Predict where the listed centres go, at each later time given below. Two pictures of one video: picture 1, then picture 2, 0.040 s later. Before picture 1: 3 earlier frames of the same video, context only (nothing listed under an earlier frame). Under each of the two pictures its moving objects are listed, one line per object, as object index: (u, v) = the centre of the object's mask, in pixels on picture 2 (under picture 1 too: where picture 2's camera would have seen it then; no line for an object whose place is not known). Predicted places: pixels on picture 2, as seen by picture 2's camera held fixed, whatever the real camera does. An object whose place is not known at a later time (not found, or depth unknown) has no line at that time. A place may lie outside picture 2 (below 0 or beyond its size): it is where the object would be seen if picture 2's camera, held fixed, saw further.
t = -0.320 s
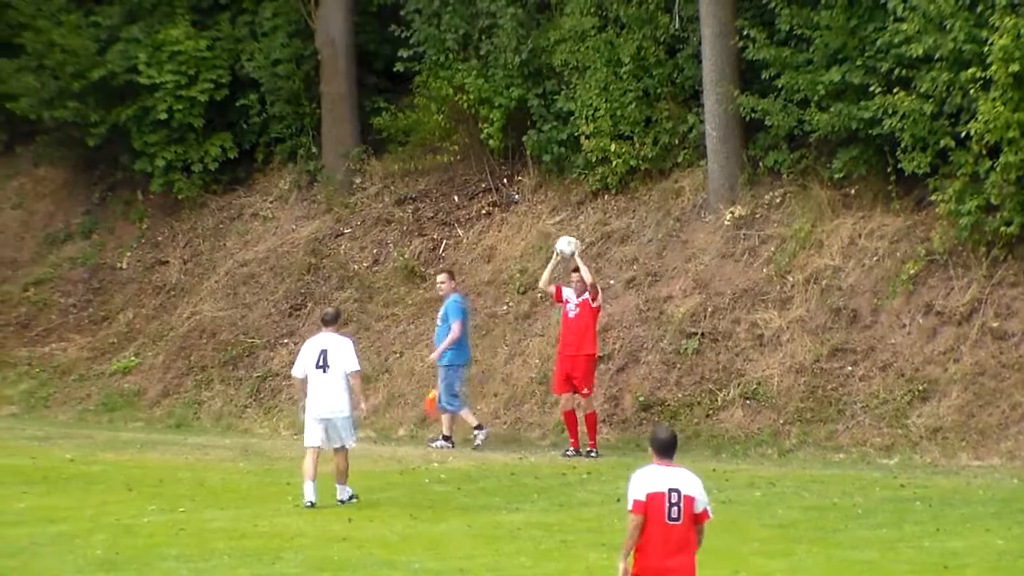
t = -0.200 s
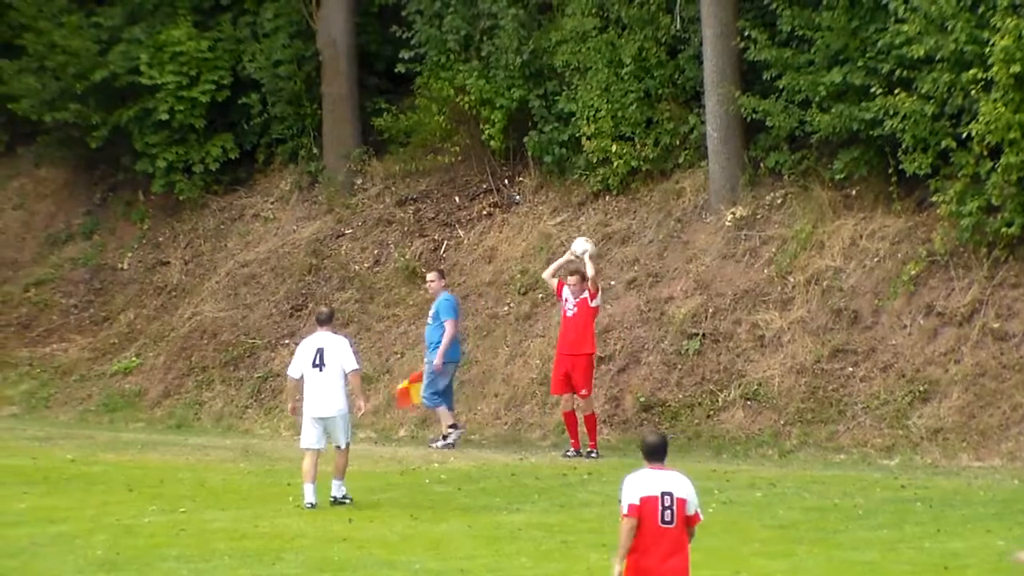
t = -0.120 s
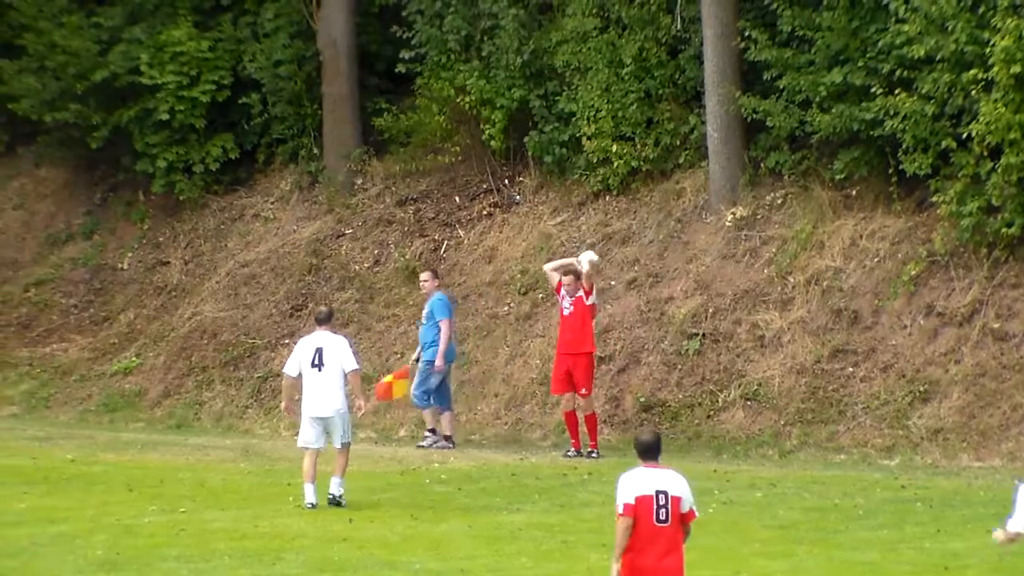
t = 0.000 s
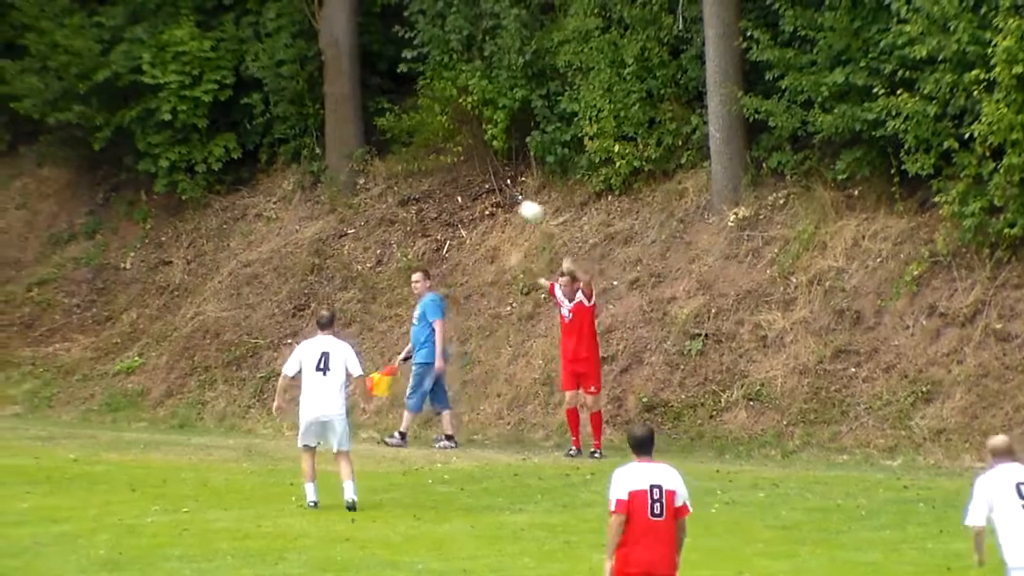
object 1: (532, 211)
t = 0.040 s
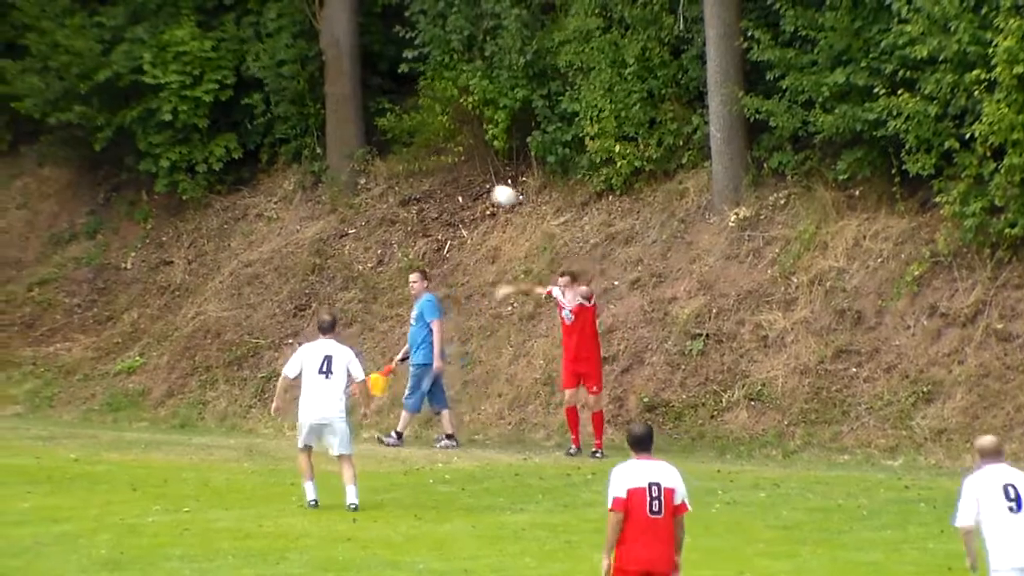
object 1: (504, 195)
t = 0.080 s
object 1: (476, 183)
